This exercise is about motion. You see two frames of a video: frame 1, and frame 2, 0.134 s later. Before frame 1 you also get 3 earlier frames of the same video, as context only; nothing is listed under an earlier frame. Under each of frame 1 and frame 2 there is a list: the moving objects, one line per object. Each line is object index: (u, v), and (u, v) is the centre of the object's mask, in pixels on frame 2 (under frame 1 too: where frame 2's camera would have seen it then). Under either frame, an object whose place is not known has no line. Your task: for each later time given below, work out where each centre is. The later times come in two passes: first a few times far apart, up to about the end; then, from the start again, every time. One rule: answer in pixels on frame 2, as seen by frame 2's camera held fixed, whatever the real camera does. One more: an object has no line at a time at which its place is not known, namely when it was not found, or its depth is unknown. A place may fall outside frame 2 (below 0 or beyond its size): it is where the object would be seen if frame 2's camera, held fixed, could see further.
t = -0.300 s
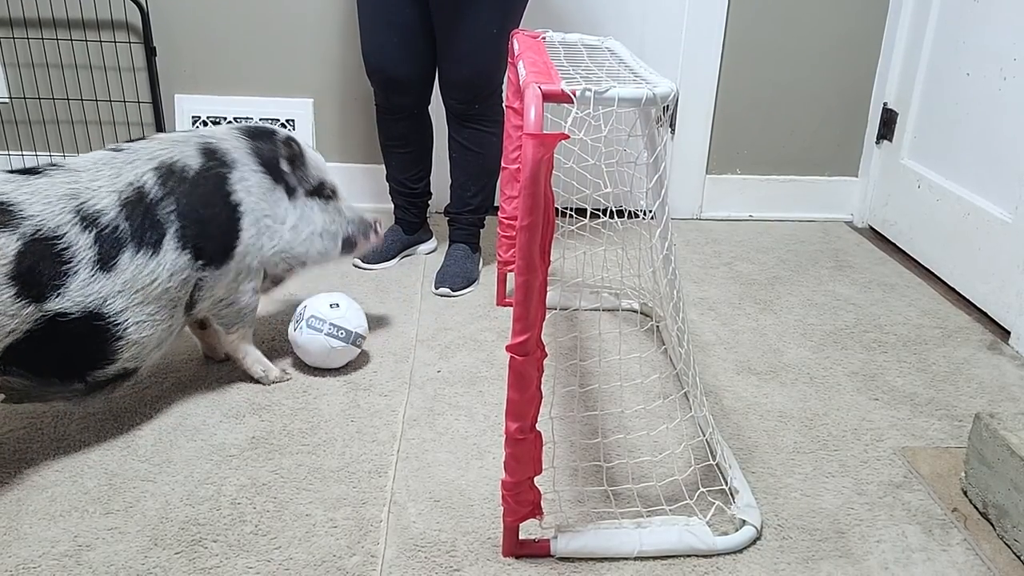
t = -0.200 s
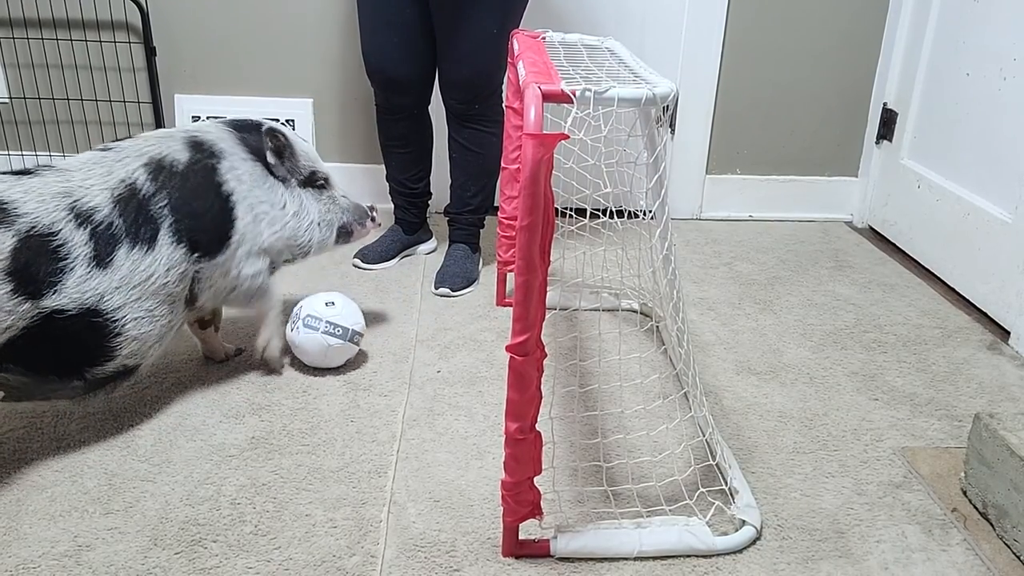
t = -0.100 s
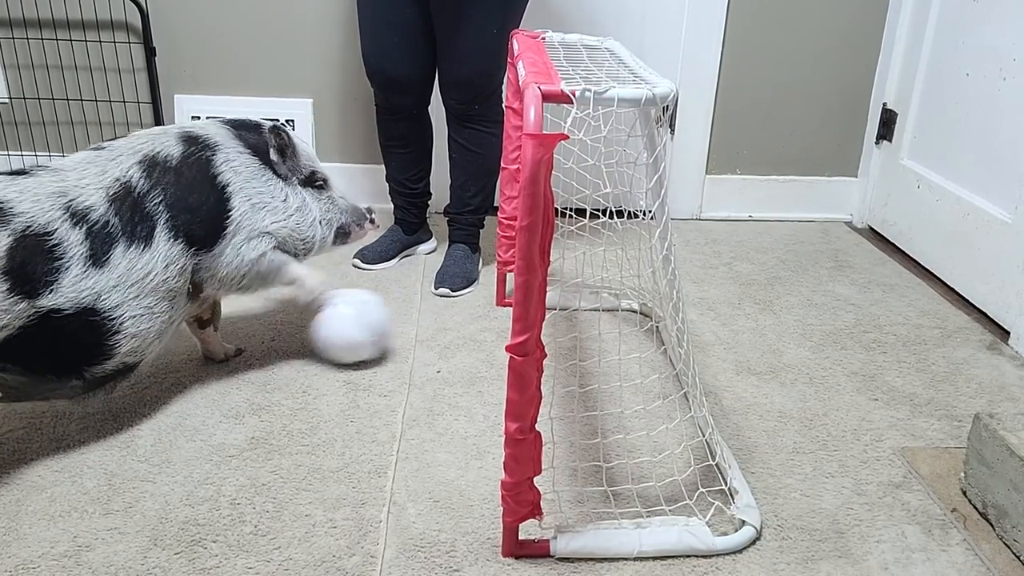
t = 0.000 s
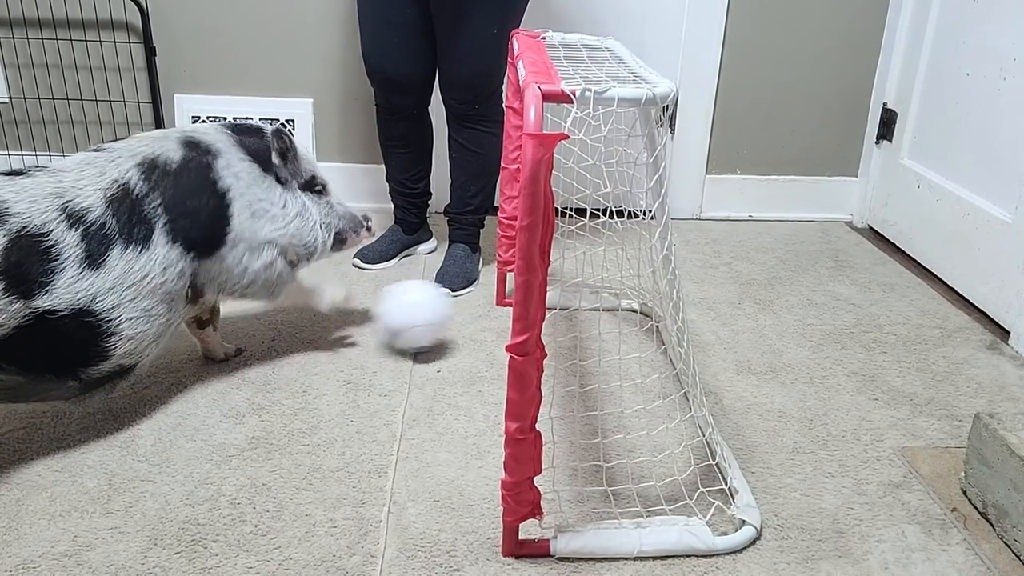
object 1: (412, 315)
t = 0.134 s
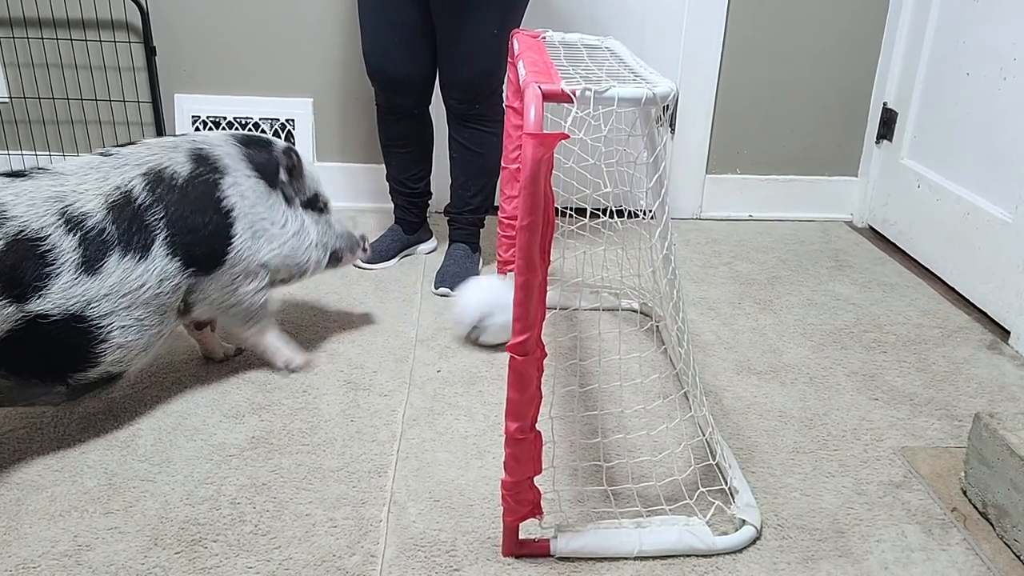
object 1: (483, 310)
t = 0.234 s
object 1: (562, 305)
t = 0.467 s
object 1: (627, 298)
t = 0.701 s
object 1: (616, 318)
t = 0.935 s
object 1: (606, 340)
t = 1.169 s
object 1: (608, 361)
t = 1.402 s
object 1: (613, 378)
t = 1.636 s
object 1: (628, 391)
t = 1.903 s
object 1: (634, 395)
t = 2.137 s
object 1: (629, 393)
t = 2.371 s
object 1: (621, 388)
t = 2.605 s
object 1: (622, 382)
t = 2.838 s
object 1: (623, 383)
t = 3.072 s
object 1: (623, 385)
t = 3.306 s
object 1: (623, 385)
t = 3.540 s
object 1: (623, 385)
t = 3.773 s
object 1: (623, 385)
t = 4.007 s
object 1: (623, 385)
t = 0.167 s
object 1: (494, 306)
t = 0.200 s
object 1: (502, 304)
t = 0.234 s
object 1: (562, 305)
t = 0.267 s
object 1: (572, 303)
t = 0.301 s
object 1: (582, 301)
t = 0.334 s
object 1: (595, 297)
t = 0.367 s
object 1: (613, 296)
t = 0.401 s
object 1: (623, 294)
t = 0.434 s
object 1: (627, 296)
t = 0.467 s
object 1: (627, 298)
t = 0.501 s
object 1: (626, 301)
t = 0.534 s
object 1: (625, 302)
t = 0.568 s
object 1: (624, 304)
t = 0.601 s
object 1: (623, 307)
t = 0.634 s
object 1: (622, 310)
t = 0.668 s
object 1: (620, 313)
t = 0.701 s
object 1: (616, 318)
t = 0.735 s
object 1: (616, 321)
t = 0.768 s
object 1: (613, 323)
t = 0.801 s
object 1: (611, 325)
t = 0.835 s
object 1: (609, 329)
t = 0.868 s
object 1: (607, 332)
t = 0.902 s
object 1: (607, 336)
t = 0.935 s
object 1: (606, 340)
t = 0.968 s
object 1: (605, 344)
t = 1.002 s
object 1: (605, 347)
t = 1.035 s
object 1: (606, 351)
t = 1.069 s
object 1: (606, 354)
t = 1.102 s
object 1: (606, 357)
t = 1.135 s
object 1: (607, 359)
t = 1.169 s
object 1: (608, 361)
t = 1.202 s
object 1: (608, 363)
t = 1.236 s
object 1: (609, 367)
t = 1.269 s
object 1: (609, 369)
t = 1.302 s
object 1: (610, 371)
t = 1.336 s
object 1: (610, 373)
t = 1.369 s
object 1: (611, 376)
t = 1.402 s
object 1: (613, 378)
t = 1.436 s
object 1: (614, 380)
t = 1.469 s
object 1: (615, 382)
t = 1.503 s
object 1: (618, 385)
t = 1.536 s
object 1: (621, 388)
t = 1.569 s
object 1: (624, 389)
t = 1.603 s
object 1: (626, 390)
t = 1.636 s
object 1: (628, 391)
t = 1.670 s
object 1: (631, 392)
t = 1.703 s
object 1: (632, 392)
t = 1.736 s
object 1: (633, 393)
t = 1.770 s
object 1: (634, 394)
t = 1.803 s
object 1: (634, 394)
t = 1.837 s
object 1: (634, 395)
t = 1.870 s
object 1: (634, 395)
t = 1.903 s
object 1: (634, 395)
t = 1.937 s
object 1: (634, 395)
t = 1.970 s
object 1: (634, 395)
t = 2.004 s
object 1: (633, 395)
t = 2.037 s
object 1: (632, 394)
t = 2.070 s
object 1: (631, 394)
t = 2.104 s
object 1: (631, 394)
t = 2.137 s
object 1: (629, 393)
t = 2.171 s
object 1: (627, 393)
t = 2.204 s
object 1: (626, 391)
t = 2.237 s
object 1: (626, 392)
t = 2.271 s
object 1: (625, 391)
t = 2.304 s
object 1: (623, 389)
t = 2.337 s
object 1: (621, 388)
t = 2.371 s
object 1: (621, 388)
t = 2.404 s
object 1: (621, 387)
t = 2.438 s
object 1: (620, 384)
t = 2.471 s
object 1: (620, 384)
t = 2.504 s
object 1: (620, 383)
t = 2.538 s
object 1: (621, 382)
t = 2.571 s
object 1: (621, 382)
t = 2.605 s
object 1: (622, 382)
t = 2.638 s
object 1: (623, 381)
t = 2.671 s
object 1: (623, 382)
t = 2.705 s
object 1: (623, 382)
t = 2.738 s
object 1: (623, 382)
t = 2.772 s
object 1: (624, 383)
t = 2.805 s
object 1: (623, 383)
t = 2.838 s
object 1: (623, 383)
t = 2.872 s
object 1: (623, 384)
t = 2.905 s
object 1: (623, 384)
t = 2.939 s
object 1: (623, 384)
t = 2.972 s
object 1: (623, 385)
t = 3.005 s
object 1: (623, 385)
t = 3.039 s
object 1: (623, 385)
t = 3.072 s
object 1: (623, 385)
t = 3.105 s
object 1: (623, 385)
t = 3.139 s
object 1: (623, 385)
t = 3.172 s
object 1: (623, 385)
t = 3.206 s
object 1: (623, 385)
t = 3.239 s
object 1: (623, 385)
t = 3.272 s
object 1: (623, 385)
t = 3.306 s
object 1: (623, 385)
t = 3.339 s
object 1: (623, 385)
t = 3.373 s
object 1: (623, 385)
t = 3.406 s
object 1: (623, 385)
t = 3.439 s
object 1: (623, 385)
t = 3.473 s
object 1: (623, 385)
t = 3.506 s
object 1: (623, 385)
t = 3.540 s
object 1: (623, 385)
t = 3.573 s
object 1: (623, 385)
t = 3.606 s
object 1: (623, 385)
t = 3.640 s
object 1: (623, 385)
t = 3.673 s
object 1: (623, 385)
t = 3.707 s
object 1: (623, 384)
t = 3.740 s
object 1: (623, 385)
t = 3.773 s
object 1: (623, 385)
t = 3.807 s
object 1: (623, 385)
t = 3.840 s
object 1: (623, 385)
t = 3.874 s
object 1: (623, 385)
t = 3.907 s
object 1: (623, 385)
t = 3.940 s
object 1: (623, 385)
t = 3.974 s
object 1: (623, 385)
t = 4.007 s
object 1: (623, 385)
